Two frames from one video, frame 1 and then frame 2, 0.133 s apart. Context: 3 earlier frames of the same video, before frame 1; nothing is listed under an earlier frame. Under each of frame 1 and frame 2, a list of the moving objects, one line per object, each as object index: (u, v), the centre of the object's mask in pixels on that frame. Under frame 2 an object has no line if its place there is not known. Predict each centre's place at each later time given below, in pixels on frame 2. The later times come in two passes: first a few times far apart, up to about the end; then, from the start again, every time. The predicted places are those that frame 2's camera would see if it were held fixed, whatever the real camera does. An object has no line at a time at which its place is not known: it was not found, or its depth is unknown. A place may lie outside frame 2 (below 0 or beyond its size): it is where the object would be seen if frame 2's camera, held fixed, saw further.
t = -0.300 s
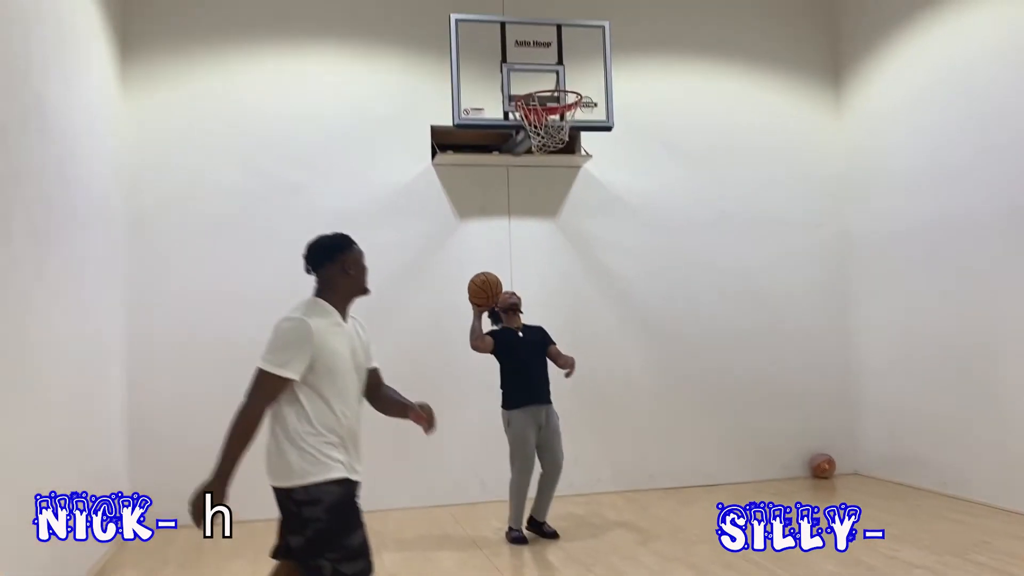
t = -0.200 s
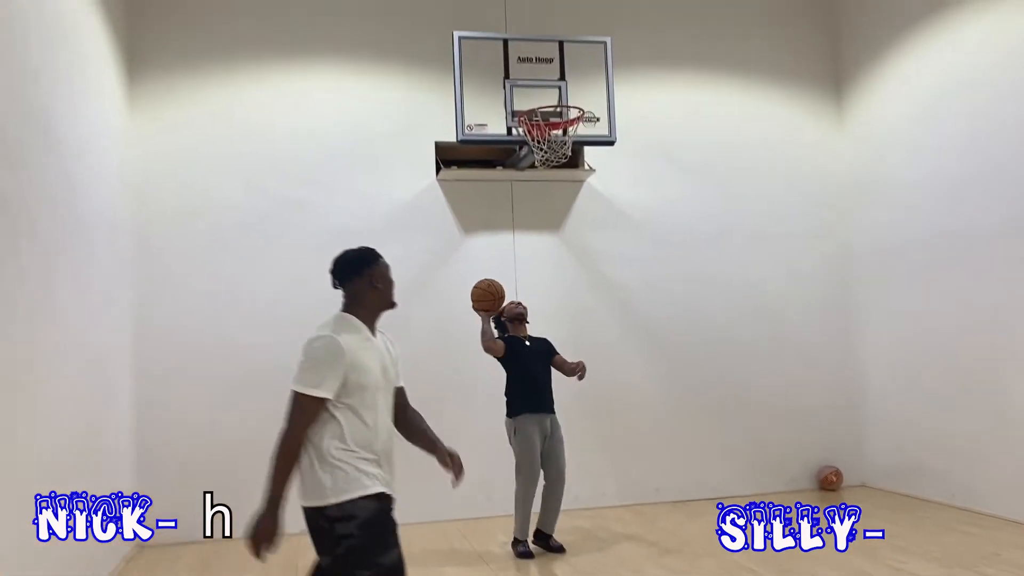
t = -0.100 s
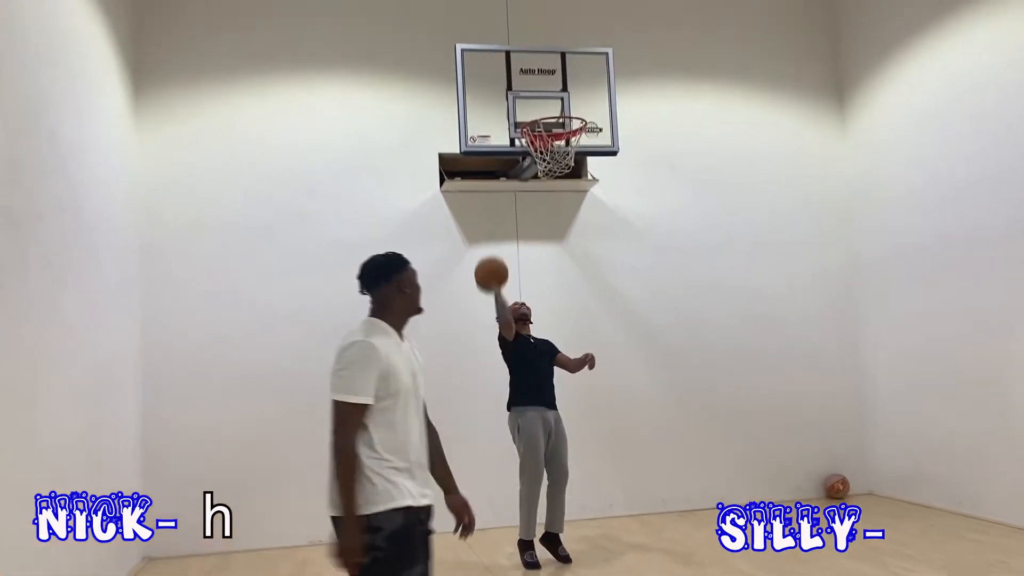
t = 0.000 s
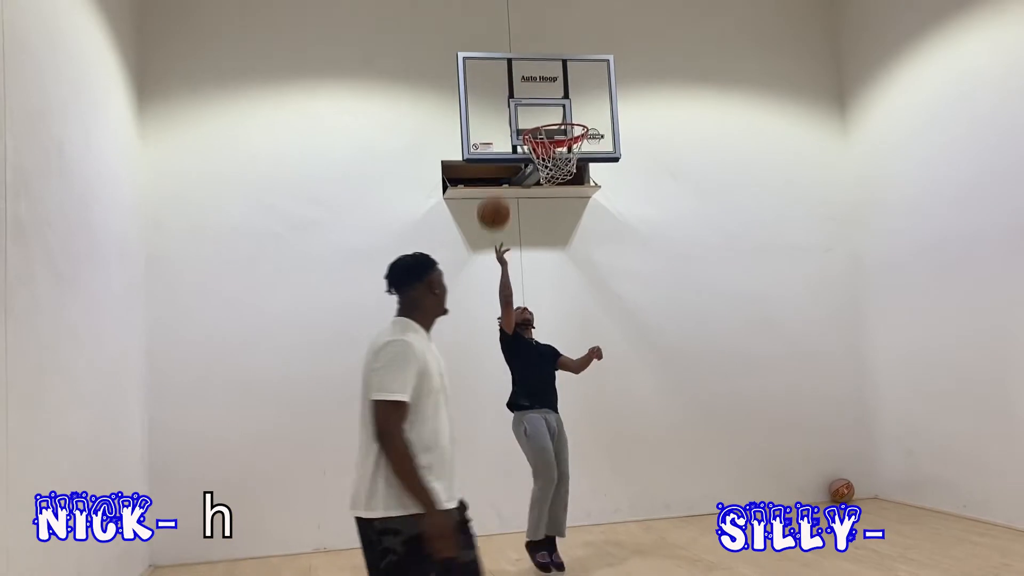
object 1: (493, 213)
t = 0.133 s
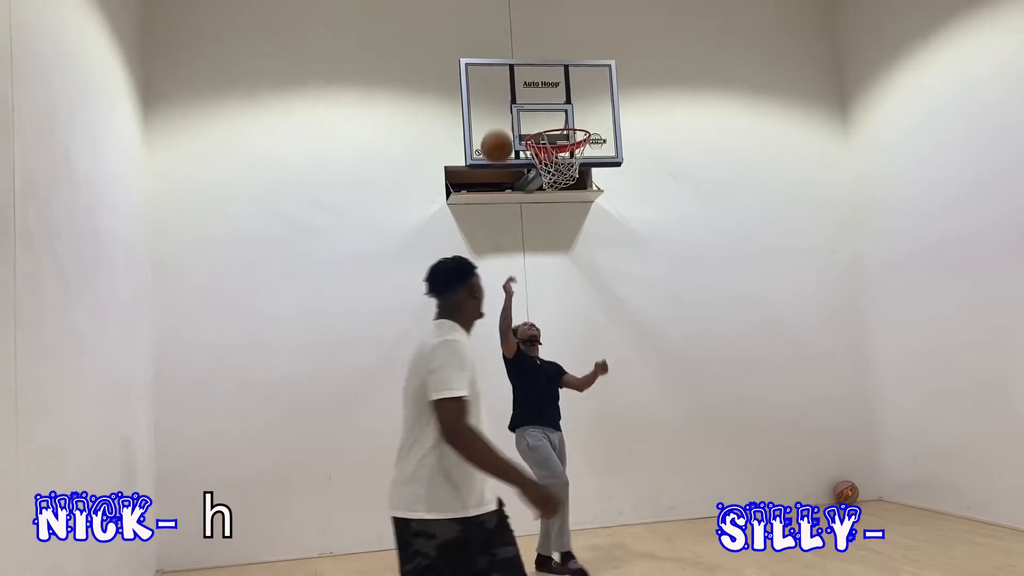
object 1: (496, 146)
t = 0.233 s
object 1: (498, 110)
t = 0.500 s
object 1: (505, 75)
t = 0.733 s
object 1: (515, 119)
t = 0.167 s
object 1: (497, 133)
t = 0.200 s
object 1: (497, 120)
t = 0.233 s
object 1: (498, 110)
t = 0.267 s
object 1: (499, 100)
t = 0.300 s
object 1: (499, 92)
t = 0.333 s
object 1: (500, 86)
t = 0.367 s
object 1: (501, 81)
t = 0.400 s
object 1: (501, 78)
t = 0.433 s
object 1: (502, 75)
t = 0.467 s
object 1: (503, 74)
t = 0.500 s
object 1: (505, 75)
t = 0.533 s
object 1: (506, 77)
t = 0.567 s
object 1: (507, 81)
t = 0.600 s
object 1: (508, 86)
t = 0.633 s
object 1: (510, 92)
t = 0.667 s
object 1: (512, 99)
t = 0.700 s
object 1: (513, 109)
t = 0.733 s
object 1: (515, 119)
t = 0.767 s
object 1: (516, 131)
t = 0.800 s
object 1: (516, 143)
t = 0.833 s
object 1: (515, 145)
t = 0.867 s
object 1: (514, 146)
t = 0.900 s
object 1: (513, 149)
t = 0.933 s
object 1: (511, 153)
